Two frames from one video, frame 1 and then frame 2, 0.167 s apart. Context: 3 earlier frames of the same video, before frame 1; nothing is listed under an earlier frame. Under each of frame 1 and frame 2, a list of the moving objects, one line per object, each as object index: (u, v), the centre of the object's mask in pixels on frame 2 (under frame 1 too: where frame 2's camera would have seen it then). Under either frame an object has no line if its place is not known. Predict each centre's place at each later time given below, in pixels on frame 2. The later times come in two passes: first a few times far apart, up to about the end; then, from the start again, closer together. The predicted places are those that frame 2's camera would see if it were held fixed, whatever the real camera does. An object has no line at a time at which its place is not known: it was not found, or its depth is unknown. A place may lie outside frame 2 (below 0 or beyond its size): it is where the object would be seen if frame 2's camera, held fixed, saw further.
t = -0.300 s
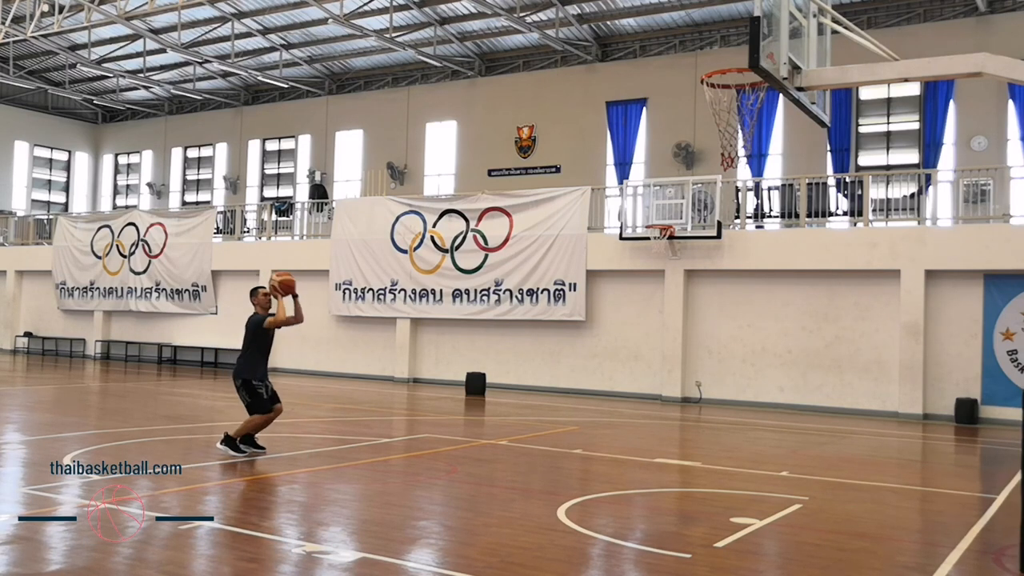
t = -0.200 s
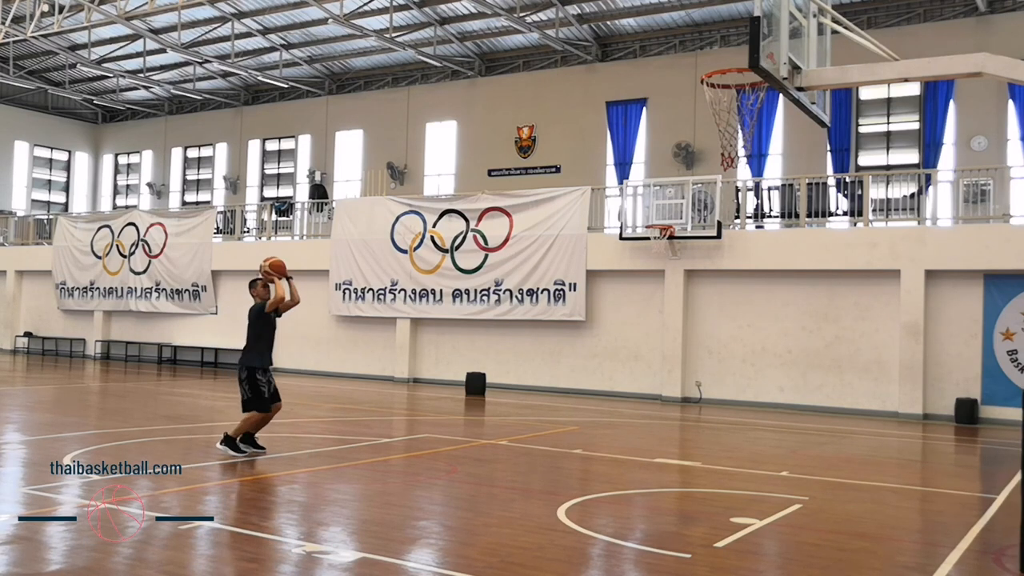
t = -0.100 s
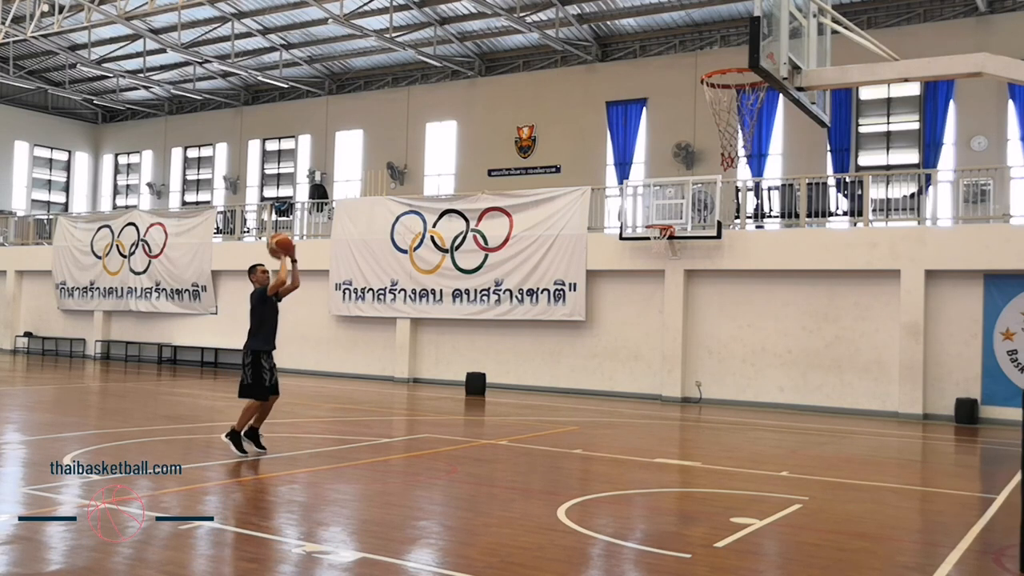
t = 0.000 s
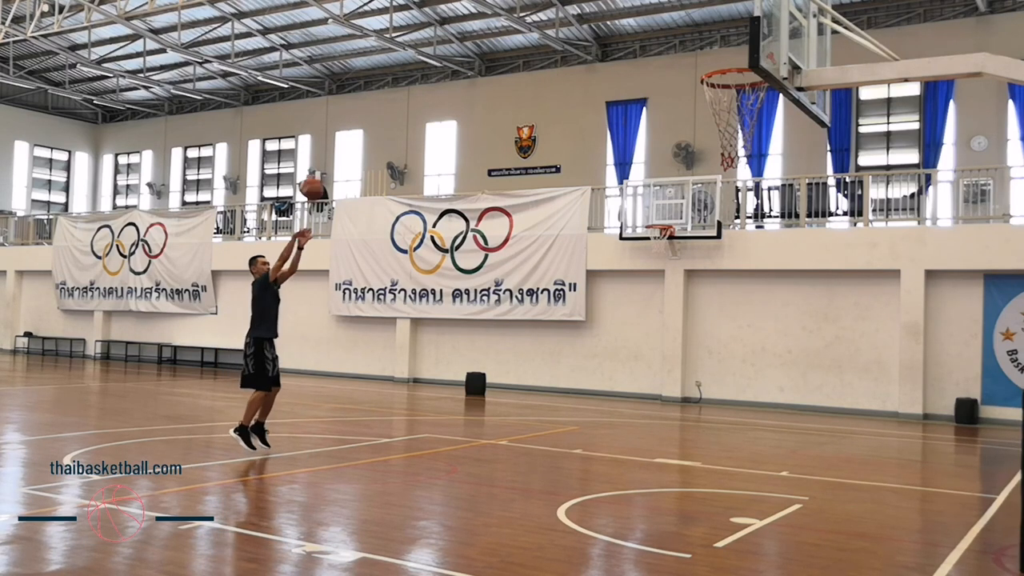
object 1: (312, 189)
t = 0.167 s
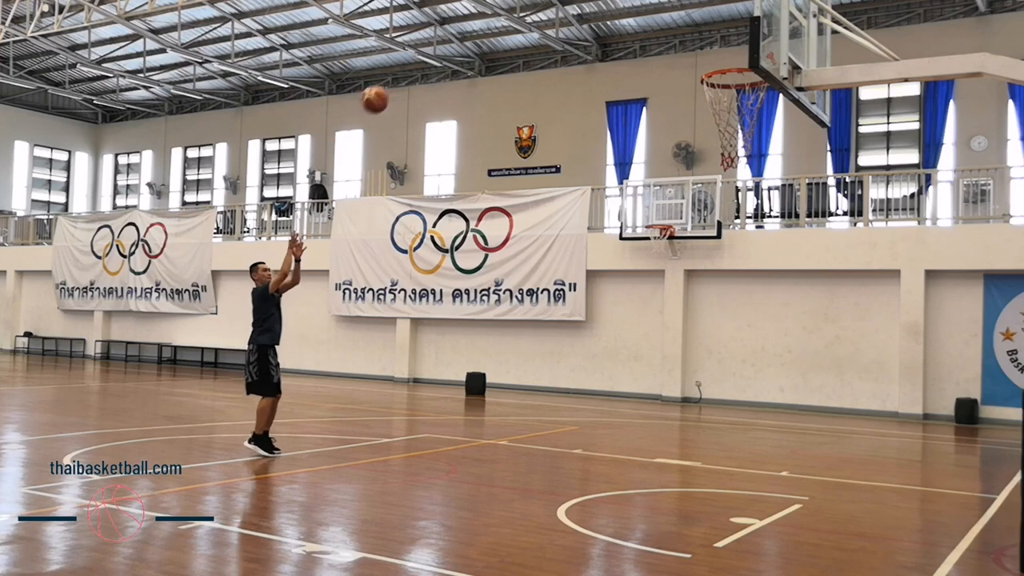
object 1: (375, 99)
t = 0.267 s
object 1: (415, 57)
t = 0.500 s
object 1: (513, 5)
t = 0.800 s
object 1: (654, 10)
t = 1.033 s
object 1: (741, 62)
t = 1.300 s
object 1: (690, 8)
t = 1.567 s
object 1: (625, 33)
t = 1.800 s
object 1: (562, 151)
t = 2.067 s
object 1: (485, 402)
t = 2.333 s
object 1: (424, 347)
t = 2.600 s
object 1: (369, 177)
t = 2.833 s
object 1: (308, 114)
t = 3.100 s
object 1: (229, 159)
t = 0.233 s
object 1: (401, 70)
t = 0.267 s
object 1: (415, 57)
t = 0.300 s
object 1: (428, 46)
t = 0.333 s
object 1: (442, 34)
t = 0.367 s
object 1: (456, 25)
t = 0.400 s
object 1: (471, 16)
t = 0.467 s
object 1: (499, 7)
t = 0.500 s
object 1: (513, 5)
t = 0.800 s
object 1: (654, 10)
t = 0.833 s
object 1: (672, 14)
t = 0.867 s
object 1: (689, 24)
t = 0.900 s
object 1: (706, 35)
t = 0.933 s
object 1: (724, 48)
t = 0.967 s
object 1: (738, 63)
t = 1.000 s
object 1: (741, 65)
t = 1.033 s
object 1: (741, 62)
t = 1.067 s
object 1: (738, 53)
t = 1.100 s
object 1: (735, 42)
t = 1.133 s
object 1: (728, 31)
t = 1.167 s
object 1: (721, 22)
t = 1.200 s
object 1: (713, 15)
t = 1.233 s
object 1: (705, 12)
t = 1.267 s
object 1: (698, 10)
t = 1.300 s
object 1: (690, 8)
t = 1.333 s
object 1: (682, 8)
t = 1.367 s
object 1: (674, 7)
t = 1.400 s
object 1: (666, 8)
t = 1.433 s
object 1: (658, 10)
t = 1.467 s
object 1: (650, 12)
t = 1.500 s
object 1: (642, 16)
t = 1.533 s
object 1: (633, 23)
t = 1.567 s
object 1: (625, 33)
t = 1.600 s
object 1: (615, 44)
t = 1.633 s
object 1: (607, 57)
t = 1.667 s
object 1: (599, 73)
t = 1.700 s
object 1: (590, 90)
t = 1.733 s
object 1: (581, 108)
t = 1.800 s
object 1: (562, 151)
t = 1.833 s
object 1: (553, 175)
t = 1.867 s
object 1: (543, 203)
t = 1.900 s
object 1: (533, 232)
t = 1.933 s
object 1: (524, 262)
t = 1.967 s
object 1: (515, 294)
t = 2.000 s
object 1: (505, 327)
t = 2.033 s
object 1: (494, 363)
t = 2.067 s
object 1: (485, 402)
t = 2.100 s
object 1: (474, 443)
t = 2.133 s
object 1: (464, 487)
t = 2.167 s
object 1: (454, 503)
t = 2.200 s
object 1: (448, 469)
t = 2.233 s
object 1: (443, 436)
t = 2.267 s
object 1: (437, 405)
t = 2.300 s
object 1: (430, 375)
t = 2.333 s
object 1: (424, 347)
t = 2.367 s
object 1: (418, 321)
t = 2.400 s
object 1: (411, 296)
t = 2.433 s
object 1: (404, 272)
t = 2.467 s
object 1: (397, 250)
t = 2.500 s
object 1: (390, 230)
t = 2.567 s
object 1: (376, 192)
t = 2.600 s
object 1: (369, 177)
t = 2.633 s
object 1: (360, 163)
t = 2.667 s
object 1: (352, 150)
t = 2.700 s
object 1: (343, 139)
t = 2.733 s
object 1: (334, 130)
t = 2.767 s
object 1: (326, 123)
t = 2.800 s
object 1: (318, 118)
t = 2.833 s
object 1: (308, 114)
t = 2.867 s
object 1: (299, 113)
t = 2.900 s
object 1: (290, 113)
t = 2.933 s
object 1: (281, 115)
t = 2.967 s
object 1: (271, 120)
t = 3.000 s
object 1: (261, 126)
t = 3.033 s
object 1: (251, 135)
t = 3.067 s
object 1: (242, 145)
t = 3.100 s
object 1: (229, 159)
